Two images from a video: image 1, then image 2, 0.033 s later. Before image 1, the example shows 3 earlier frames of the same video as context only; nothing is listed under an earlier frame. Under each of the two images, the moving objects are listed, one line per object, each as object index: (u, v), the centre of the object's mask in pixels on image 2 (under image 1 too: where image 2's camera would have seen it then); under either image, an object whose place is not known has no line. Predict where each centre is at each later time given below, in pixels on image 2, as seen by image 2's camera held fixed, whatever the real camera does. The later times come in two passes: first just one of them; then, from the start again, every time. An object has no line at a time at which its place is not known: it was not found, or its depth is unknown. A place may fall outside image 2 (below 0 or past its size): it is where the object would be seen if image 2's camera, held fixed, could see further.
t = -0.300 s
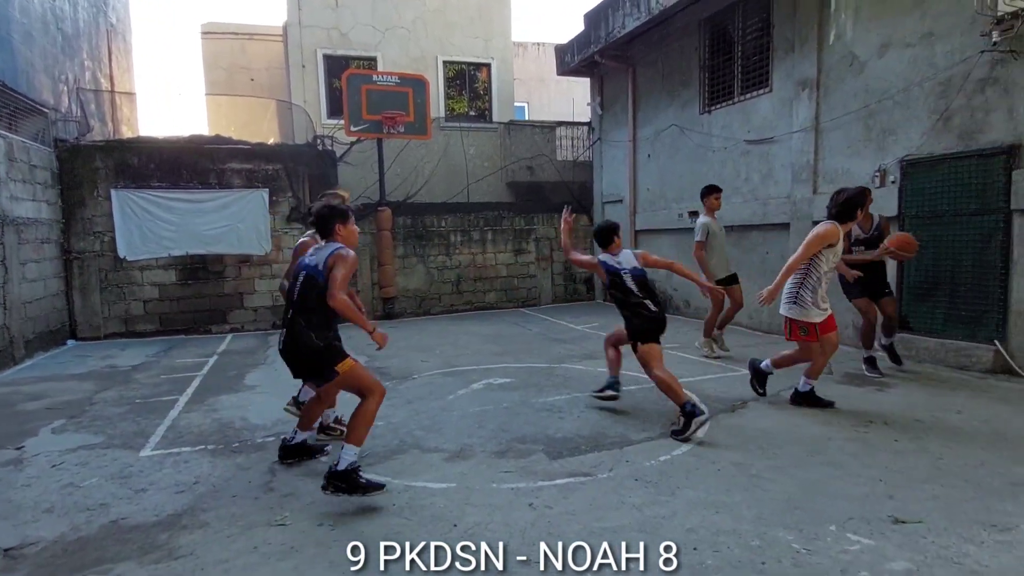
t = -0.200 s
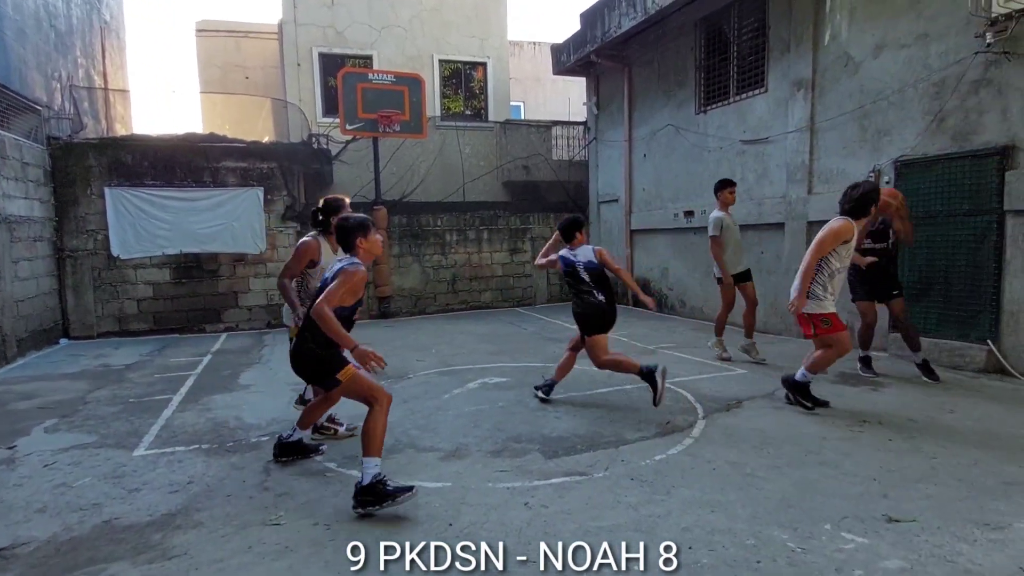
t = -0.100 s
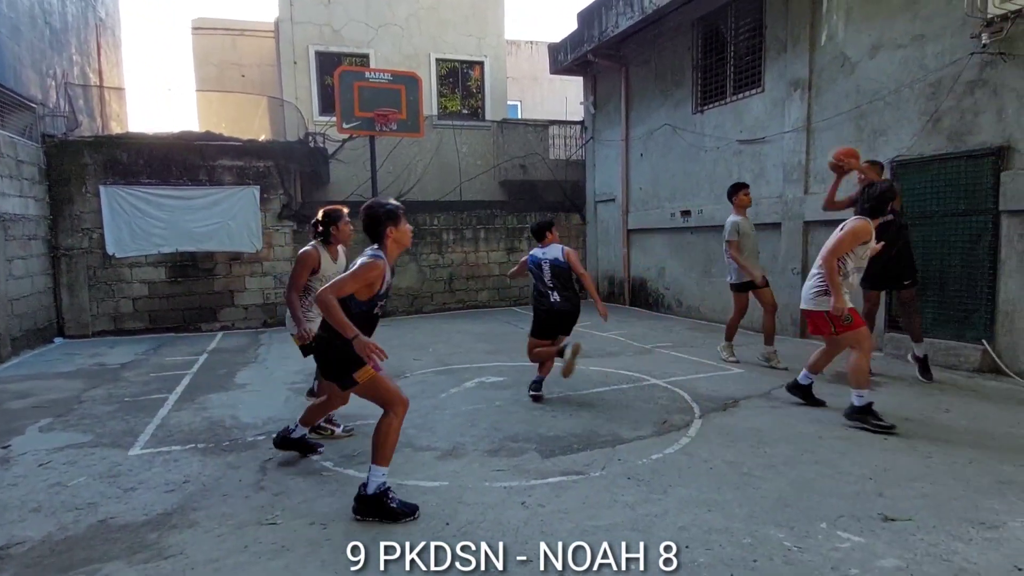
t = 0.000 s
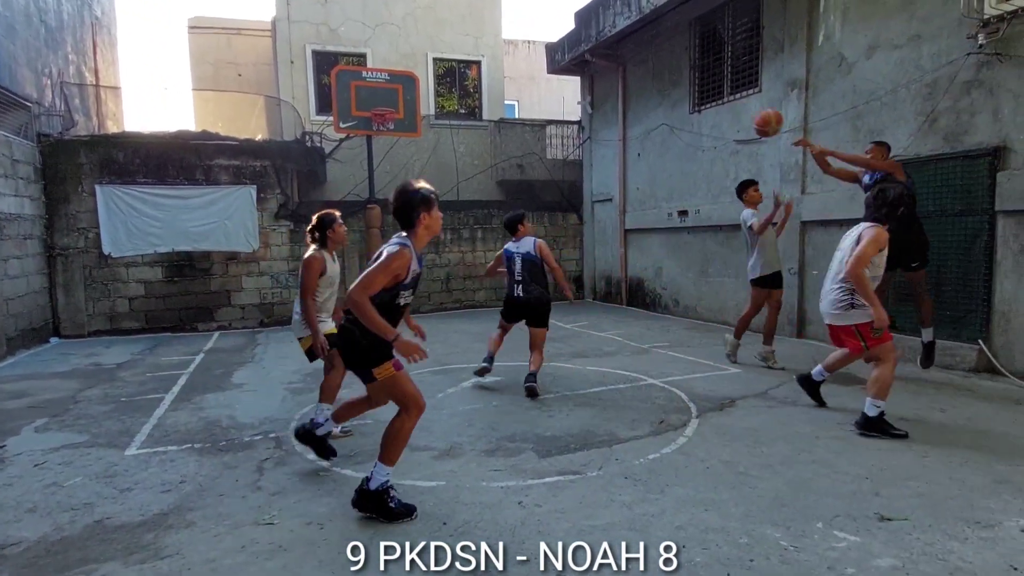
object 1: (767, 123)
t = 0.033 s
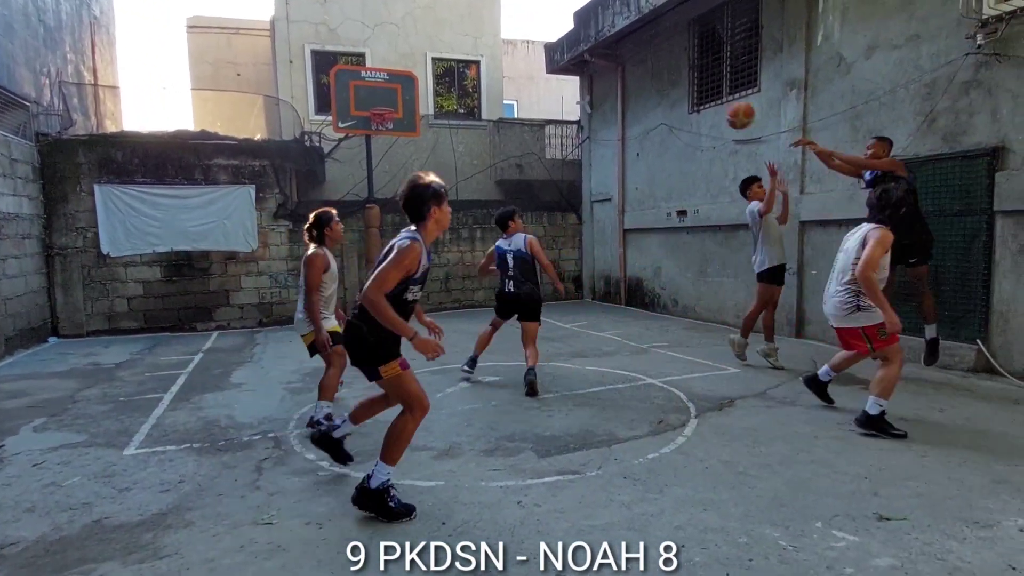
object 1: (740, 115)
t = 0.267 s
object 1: (575, 97)
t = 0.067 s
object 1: (714, 108)
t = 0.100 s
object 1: (689, 103)
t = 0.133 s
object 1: (665, 99)
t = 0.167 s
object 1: (641, 97)
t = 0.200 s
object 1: (617, 96)
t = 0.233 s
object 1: (596, 96)
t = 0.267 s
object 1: (575, 97)
